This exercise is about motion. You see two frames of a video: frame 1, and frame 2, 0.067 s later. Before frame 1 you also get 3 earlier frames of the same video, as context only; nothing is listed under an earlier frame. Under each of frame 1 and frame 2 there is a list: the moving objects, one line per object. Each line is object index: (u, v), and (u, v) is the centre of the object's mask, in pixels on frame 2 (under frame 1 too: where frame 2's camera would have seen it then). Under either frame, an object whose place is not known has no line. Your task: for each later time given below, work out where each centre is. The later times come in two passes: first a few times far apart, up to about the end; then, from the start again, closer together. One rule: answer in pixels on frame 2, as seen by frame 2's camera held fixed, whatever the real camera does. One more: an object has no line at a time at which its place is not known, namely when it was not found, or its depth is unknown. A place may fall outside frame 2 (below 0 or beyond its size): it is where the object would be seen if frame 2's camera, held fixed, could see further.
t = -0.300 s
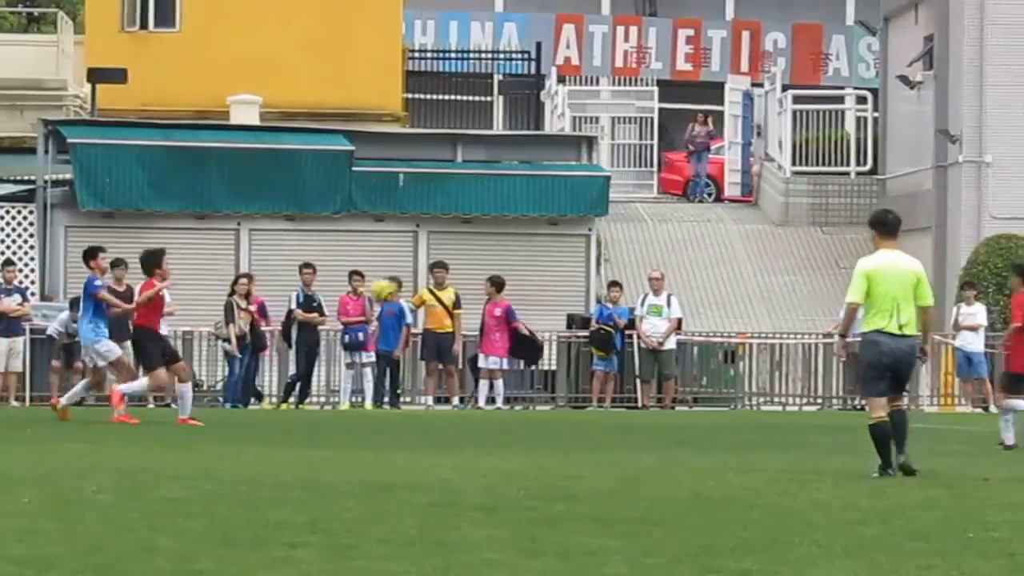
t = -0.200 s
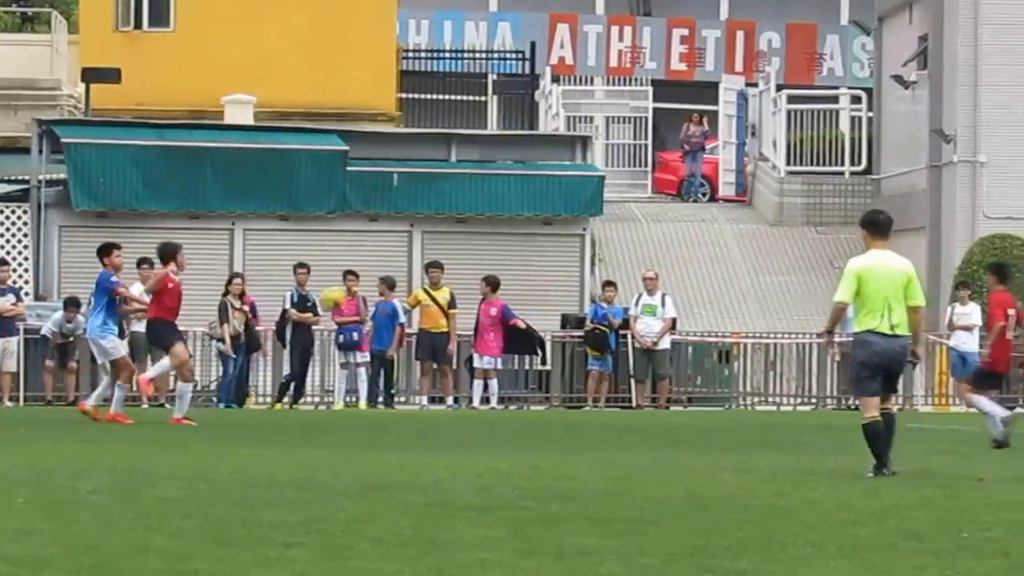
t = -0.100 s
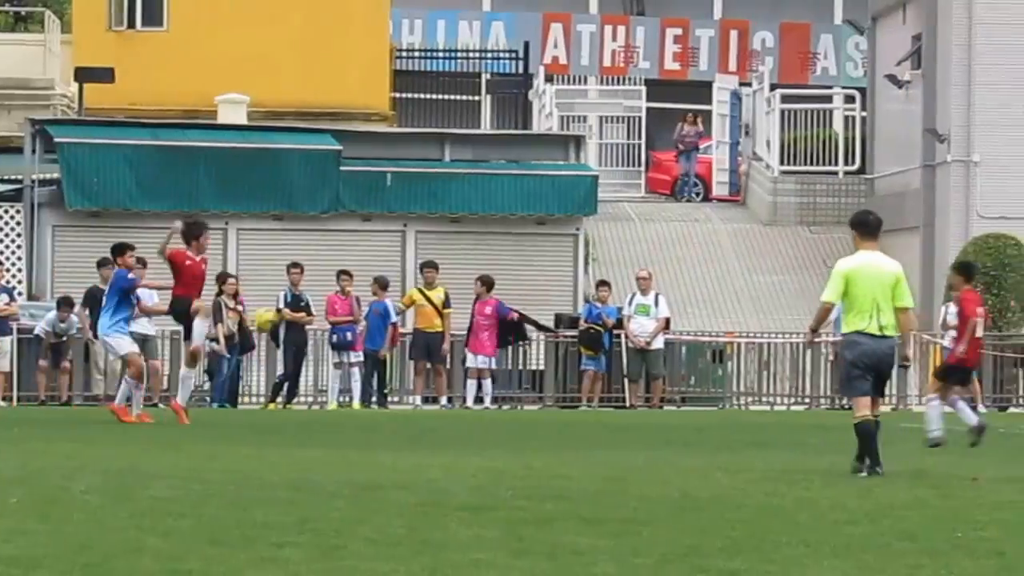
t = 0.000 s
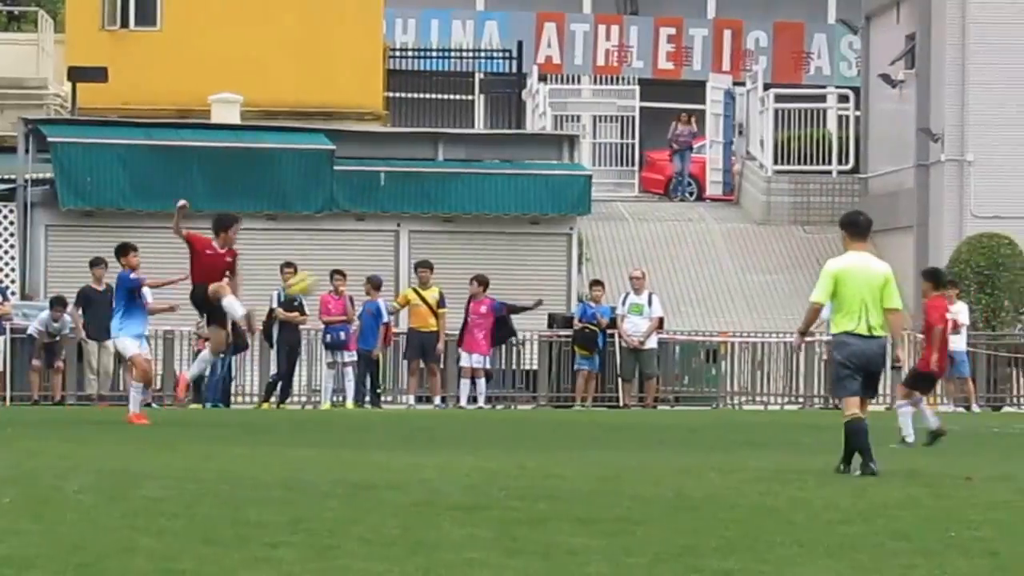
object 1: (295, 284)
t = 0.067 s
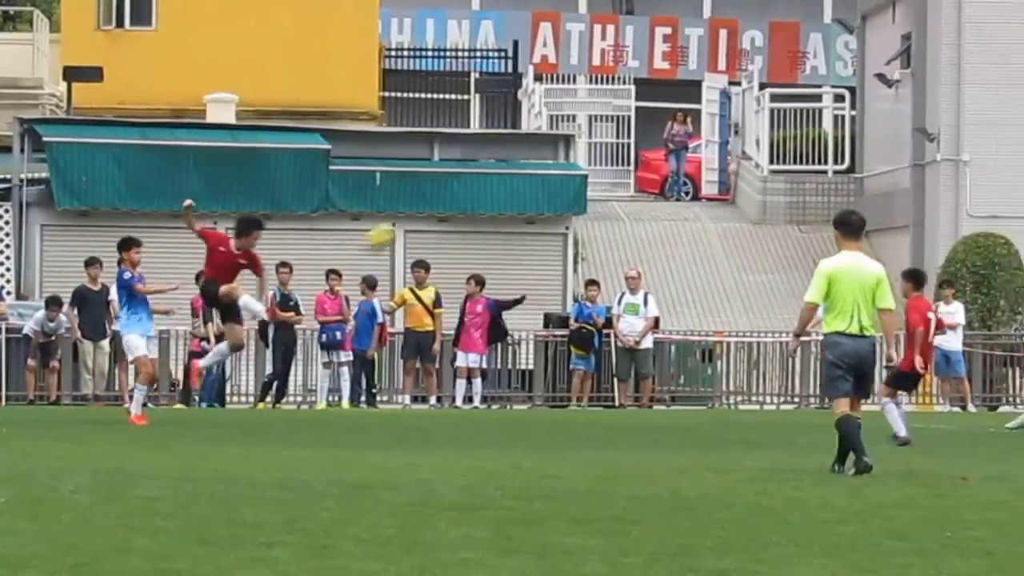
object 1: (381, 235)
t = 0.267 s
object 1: (635, 120)
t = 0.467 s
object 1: (886, 53)
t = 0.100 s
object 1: (423, 214)
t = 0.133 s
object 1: (464, 193)
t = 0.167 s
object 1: (505, 172)
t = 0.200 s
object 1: (549, 153)
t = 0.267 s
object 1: (635, 120)
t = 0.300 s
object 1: (673, 106)
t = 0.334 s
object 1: (716, 94)
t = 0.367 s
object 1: (756, 80)
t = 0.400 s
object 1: (800, 70)
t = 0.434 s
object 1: (843, 63)
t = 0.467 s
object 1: (886, 53)
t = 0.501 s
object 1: (928, 47)
